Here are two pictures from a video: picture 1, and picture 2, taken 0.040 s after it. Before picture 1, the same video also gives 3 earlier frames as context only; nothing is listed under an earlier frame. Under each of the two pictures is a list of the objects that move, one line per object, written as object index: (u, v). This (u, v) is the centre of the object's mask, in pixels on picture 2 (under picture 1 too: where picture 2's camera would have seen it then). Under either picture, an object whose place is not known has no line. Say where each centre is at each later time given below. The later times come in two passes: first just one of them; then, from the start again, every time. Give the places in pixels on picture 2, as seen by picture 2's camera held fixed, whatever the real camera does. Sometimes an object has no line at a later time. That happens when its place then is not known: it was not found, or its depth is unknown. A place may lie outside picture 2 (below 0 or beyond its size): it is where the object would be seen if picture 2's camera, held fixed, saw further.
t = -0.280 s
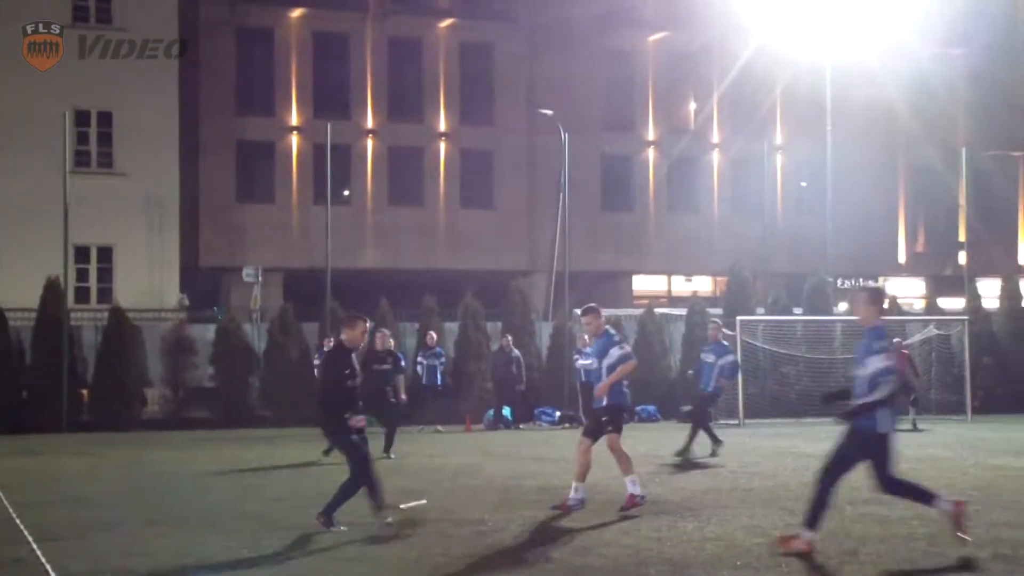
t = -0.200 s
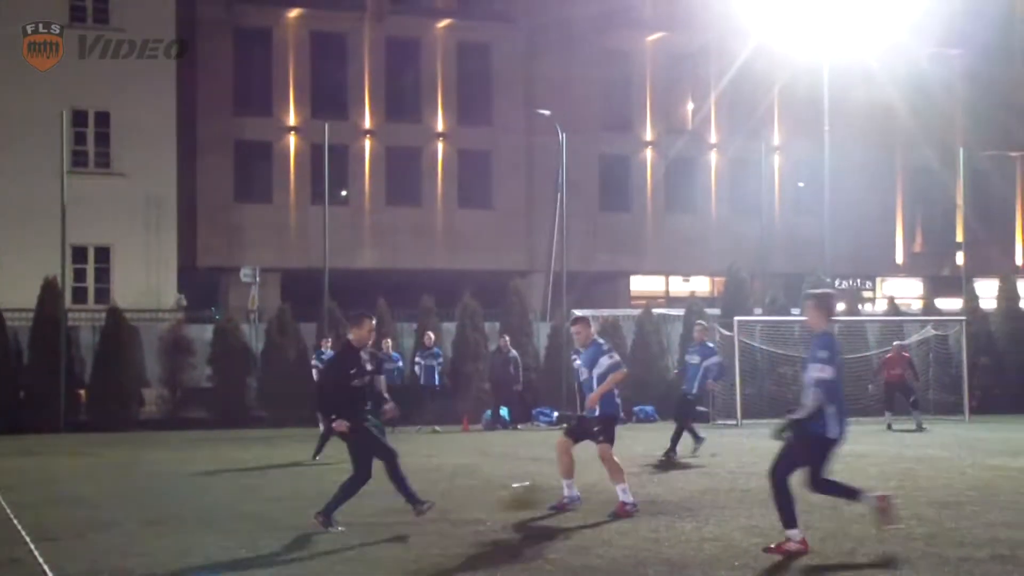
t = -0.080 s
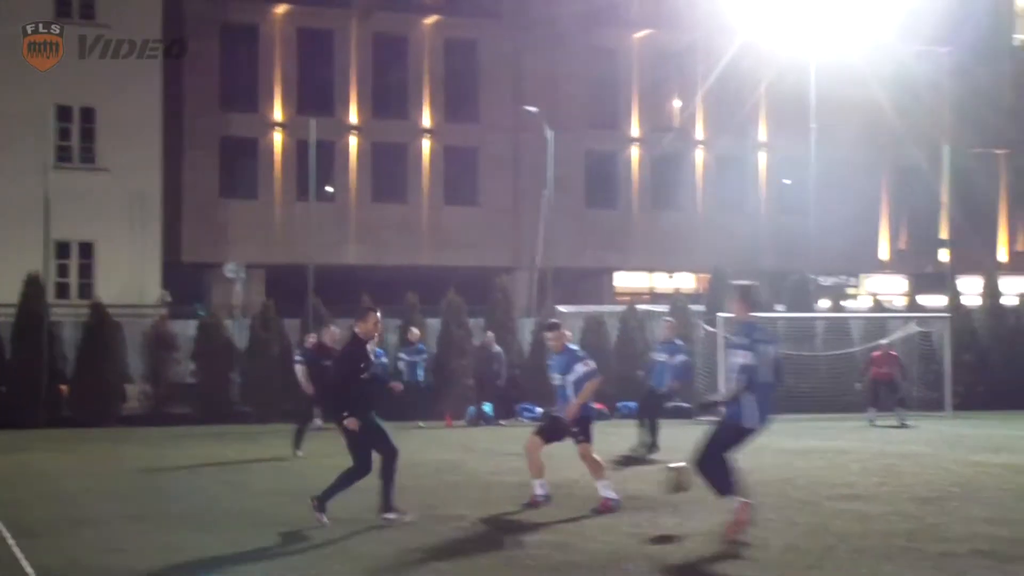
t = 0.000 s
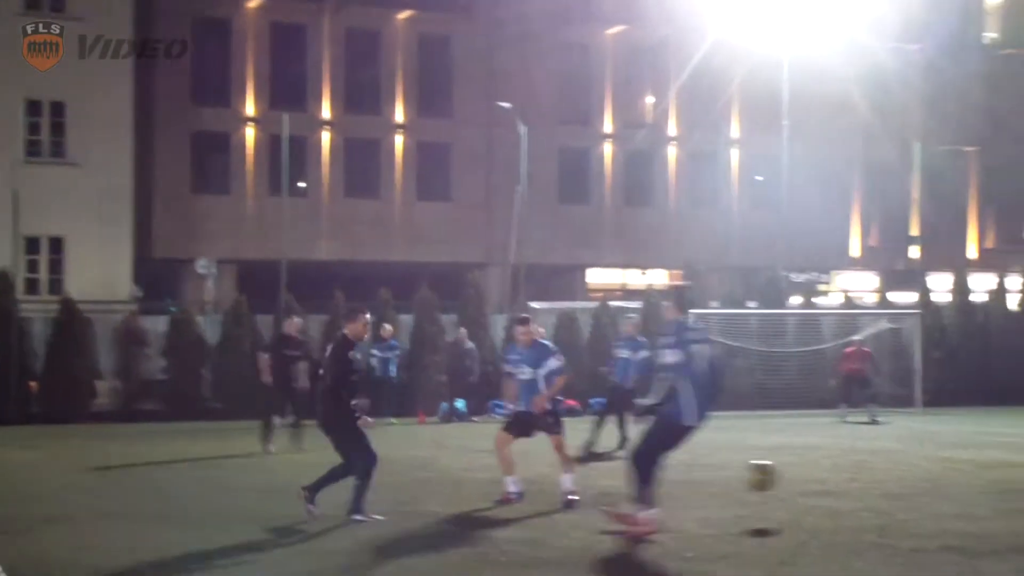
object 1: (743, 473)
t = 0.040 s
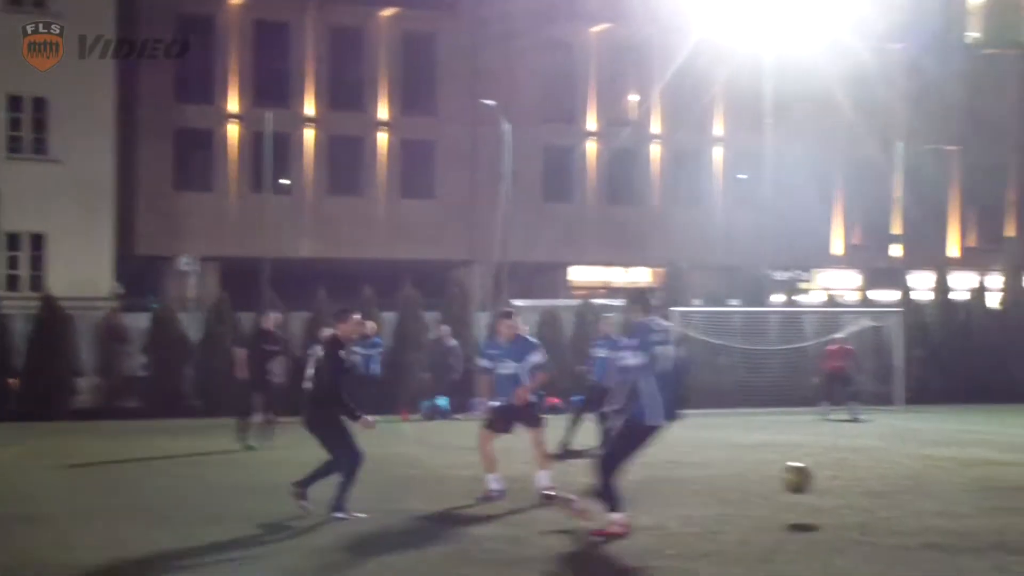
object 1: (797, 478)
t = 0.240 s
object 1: (1042, 486)
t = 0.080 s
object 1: (852, 484)
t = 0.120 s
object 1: (908, 494)
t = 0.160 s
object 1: (960, 503)
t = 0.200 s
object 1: (1001, 493)
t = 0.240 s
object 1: (1042, 486)
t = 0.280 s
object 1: (1082, 481)
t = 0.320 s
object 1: (1122, 478)
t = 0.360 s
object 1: (1164, 478)
